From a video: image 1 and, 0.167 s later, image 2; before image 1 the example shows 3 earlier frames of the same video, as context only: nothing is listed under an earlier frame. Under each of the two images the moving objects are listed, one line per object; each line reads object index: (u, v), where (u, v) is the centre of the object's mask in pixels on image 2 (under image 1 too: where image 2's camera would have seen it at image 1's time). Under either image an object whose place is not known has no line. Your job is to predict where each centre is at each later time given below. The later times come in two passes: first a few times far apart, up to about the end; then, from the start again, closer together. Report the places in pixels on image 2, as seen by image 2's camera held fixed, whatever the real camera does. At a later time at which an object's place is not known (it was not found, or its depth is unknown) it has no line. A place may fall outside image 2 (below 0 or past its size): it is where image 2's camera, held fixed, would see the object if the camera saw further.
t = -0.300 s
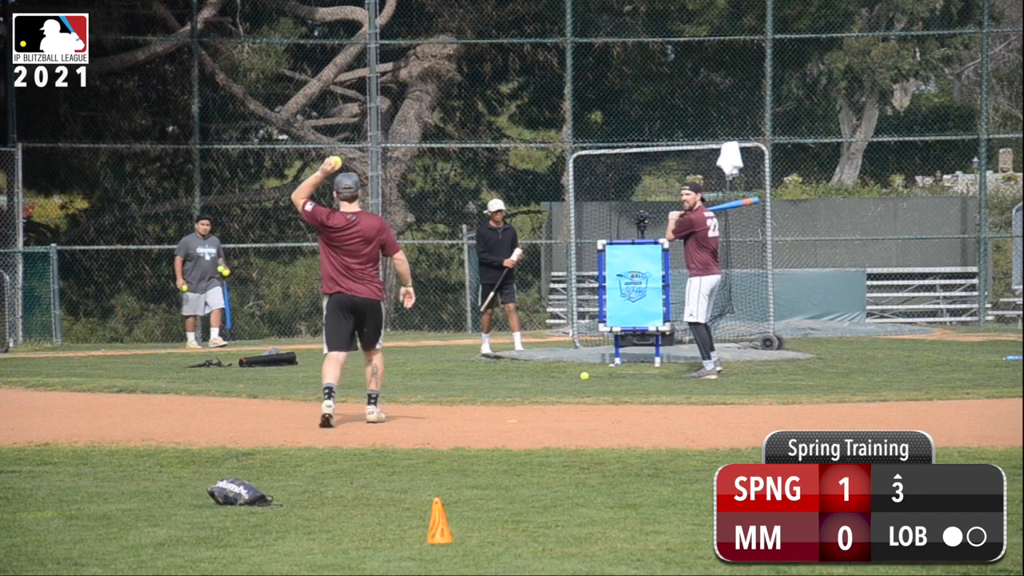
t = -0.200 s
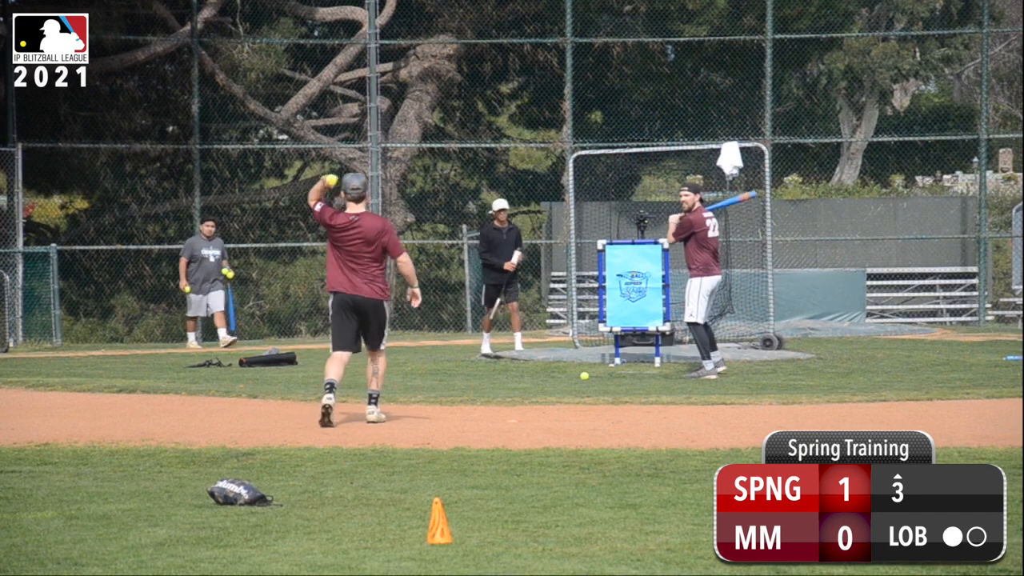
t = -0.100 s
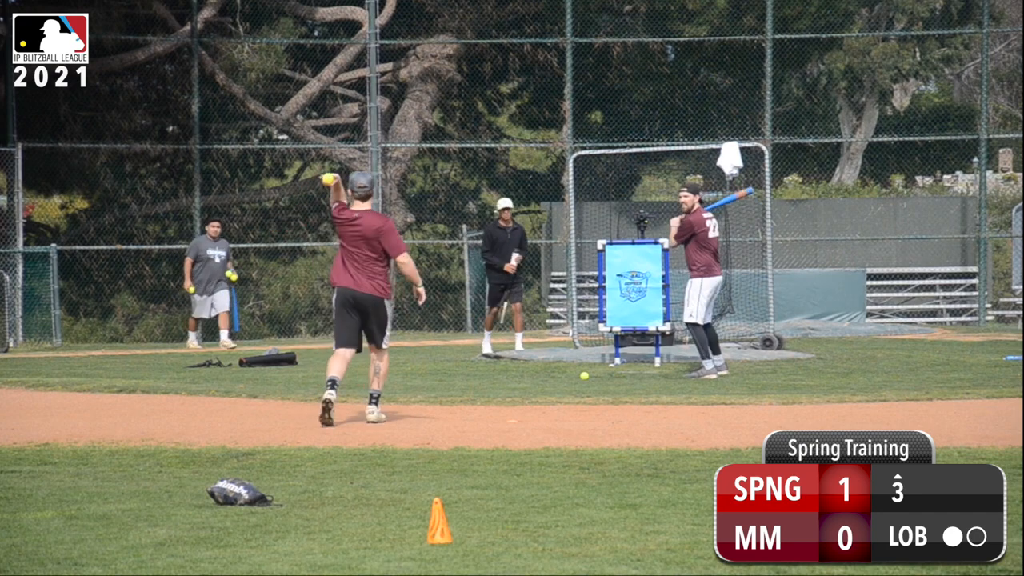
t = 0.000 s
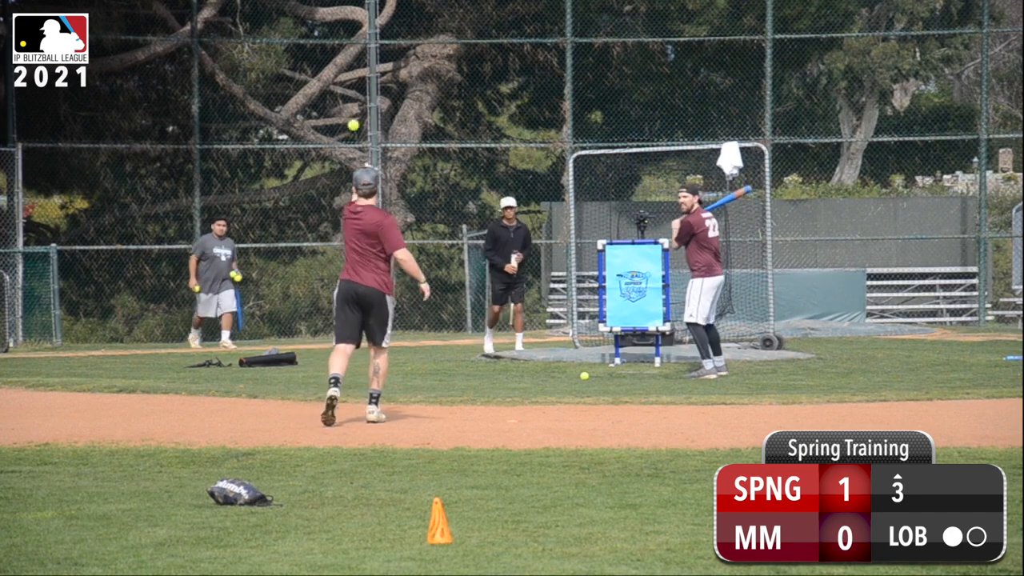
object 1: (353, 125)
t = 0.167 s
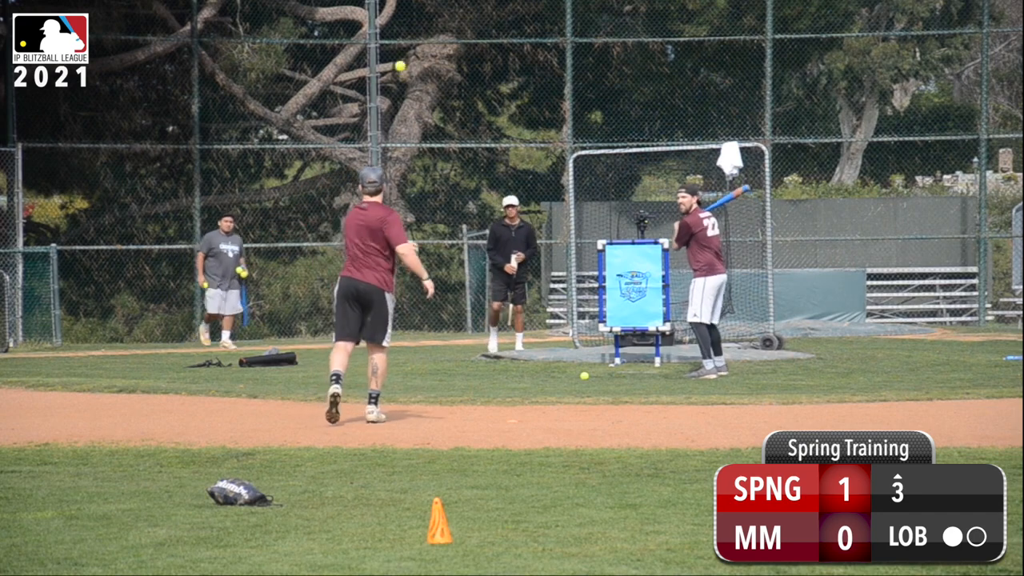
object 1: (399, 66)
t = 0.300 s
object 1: (430, 46)
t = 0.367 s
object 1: (443, 44)
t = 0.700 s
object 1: (500, 102)
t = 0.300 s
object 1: (430, 46)
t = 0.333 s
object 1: (437, 44)
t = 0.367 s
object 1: (443, 44)
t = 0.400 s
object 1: (450, 45)
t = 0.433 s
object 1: (456, 47)
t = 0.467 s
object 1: (462, 50)
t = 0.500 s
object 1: (468, 54)
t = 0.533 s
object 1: (473, 59)
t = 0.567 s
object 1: (479, 66)
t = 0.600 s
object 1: (484, 73)
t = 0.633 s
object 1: (490, 82)
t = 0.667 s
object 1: (495, 91)
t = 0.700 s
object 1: (500, 102)
